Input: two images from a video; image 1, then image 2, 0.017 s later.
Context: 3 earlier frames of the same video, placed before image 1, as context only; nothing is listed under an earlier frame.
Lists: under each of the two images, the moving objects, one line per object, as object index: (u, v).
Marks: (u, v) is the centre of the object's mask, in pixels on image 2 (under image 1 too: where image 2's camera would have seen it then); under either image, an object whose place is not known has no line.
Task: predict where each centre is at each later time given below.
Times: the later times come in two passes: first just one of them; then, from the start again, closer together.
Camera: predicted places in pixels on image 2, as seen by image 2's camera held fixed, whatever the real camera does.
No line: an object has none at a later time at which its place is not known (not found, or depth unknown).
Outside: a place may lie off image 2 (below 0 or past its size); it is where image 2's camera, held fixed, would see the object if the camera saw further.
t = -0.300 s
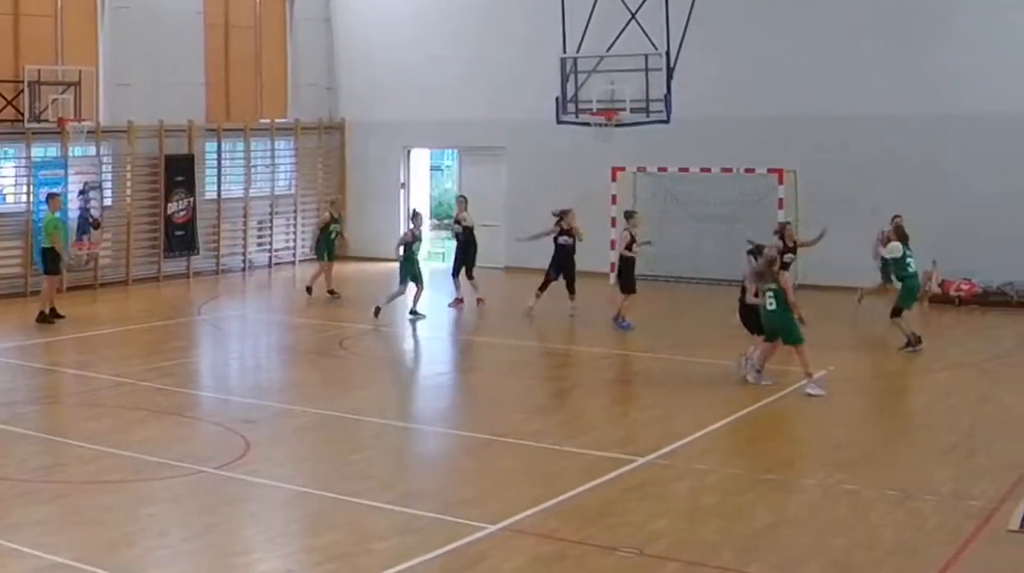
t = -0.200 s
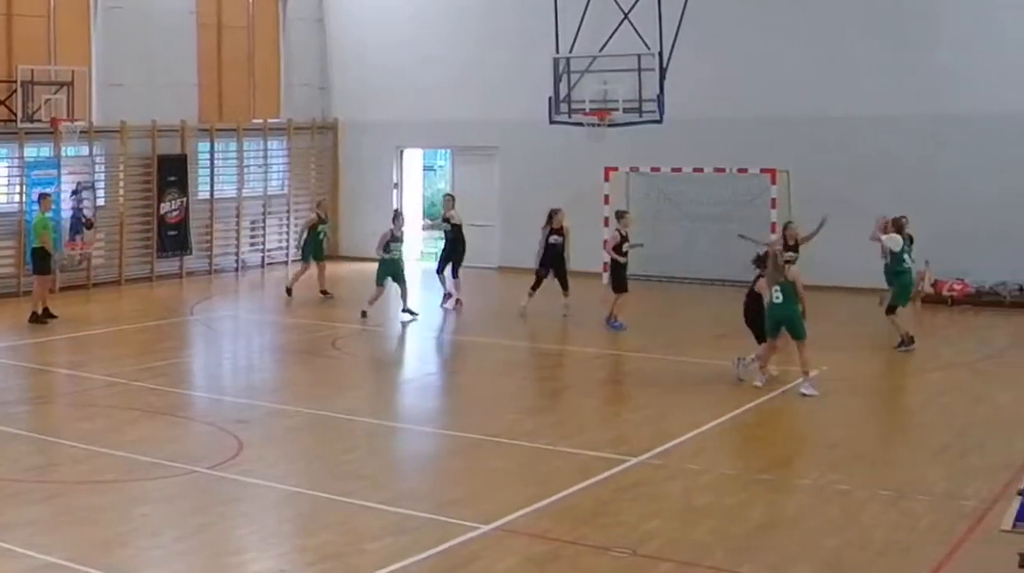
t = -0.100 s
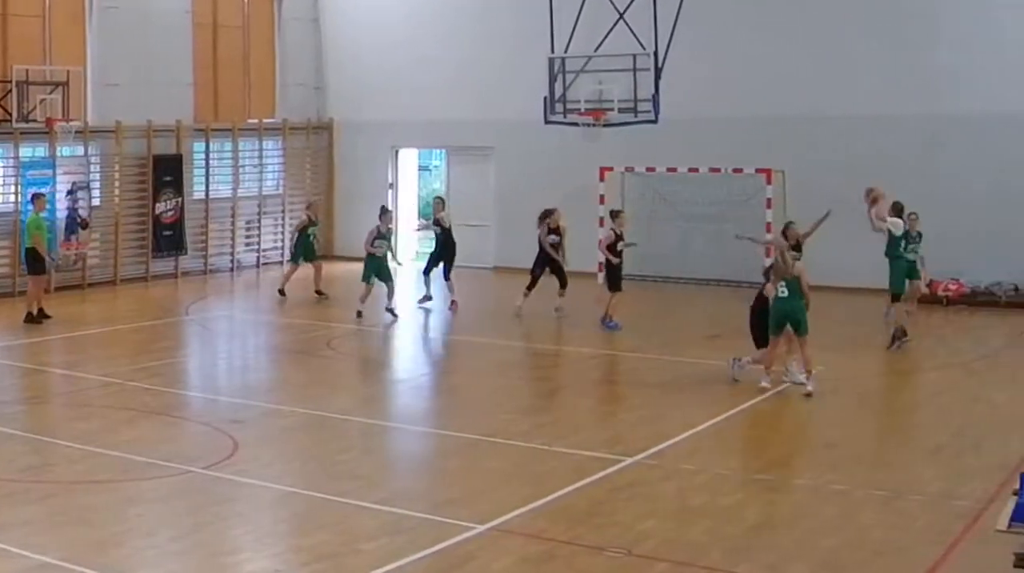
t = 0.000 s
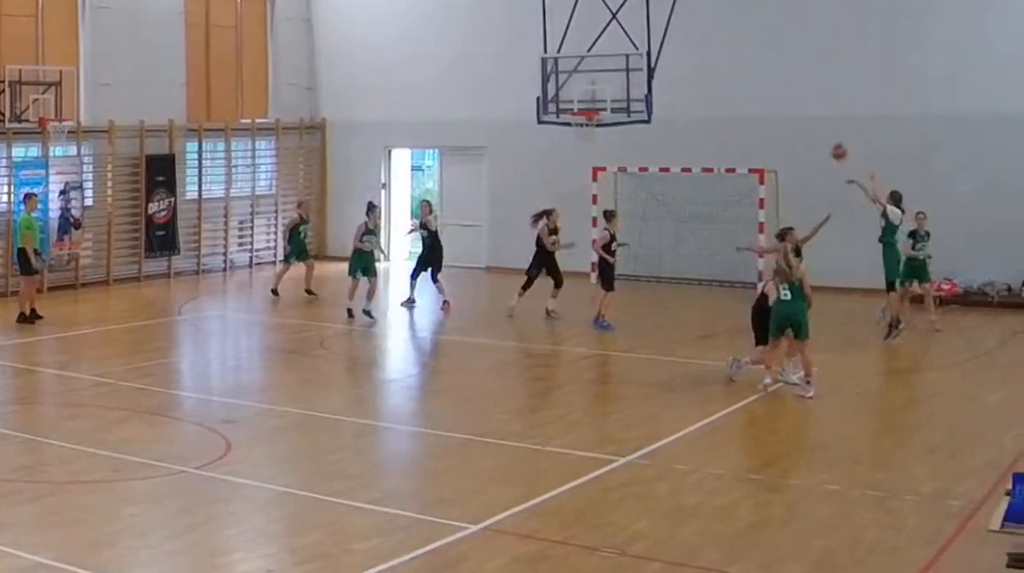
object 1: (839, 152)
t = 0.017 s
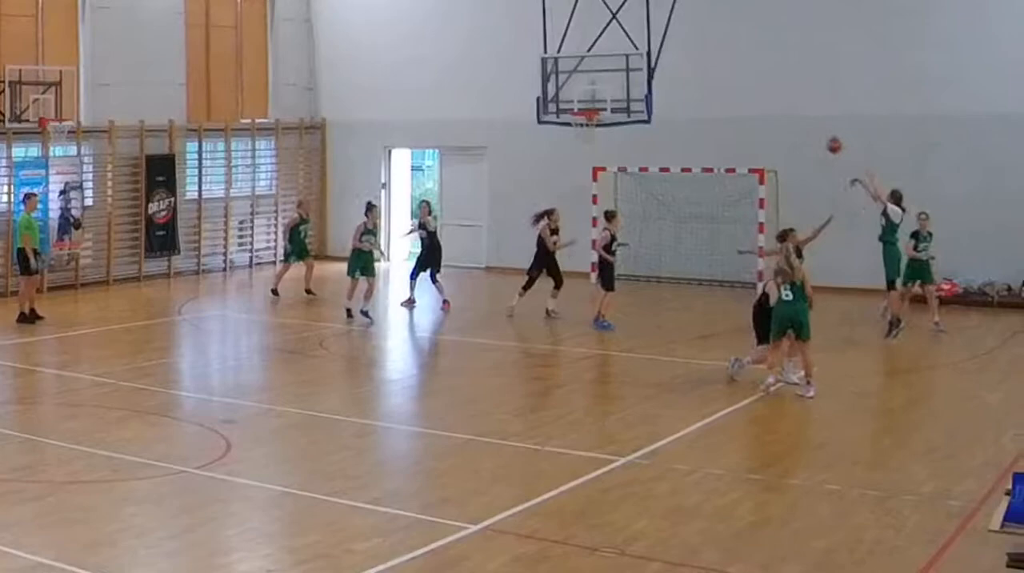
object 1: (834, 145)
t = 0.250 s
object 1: (760, 73)
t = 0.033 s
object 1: (829, 138)
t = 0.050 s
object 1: (823, 132)
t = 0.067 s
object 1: (818, 126)
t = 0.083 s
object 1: (812, 120)
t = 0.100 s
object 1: (807, 115)
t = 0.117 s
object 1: (802, 109)
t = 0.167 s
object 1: (785, 95)
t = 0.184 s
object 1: (781, 89)
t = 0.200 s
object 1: (776, 85)
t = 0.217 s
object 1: (771, 81)
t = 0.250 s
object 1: (760, 73)
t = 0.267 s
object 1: (755, 70)
